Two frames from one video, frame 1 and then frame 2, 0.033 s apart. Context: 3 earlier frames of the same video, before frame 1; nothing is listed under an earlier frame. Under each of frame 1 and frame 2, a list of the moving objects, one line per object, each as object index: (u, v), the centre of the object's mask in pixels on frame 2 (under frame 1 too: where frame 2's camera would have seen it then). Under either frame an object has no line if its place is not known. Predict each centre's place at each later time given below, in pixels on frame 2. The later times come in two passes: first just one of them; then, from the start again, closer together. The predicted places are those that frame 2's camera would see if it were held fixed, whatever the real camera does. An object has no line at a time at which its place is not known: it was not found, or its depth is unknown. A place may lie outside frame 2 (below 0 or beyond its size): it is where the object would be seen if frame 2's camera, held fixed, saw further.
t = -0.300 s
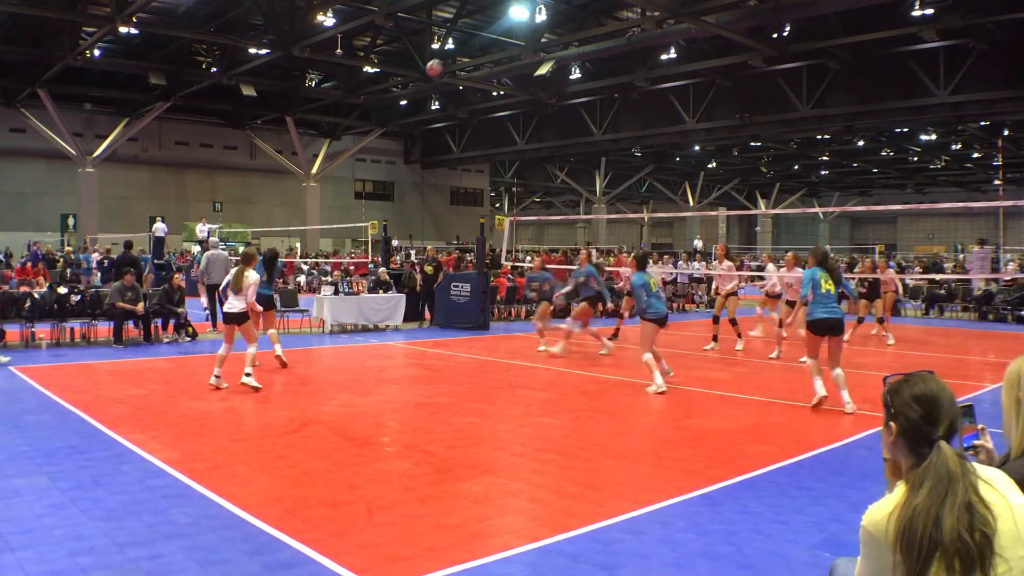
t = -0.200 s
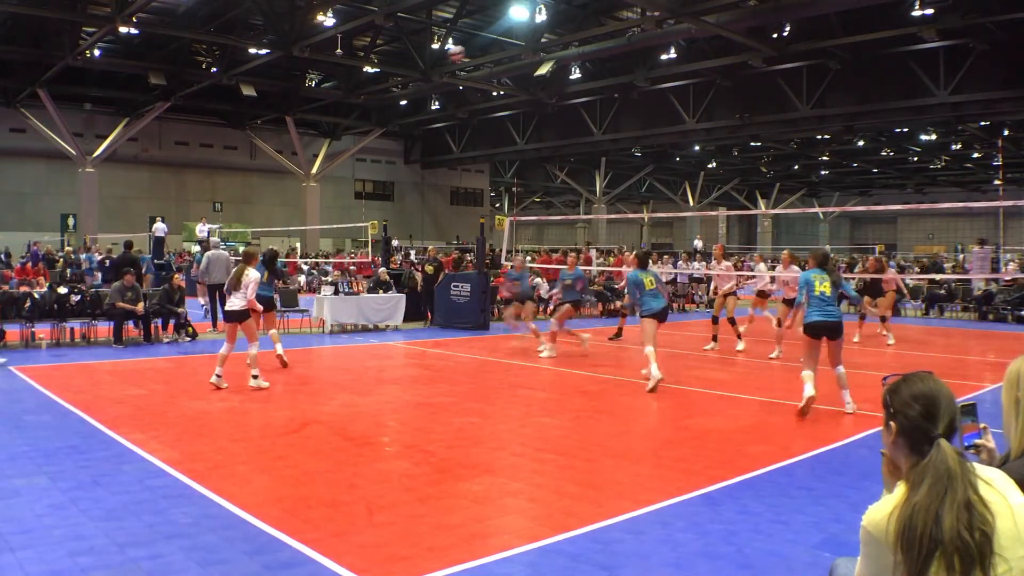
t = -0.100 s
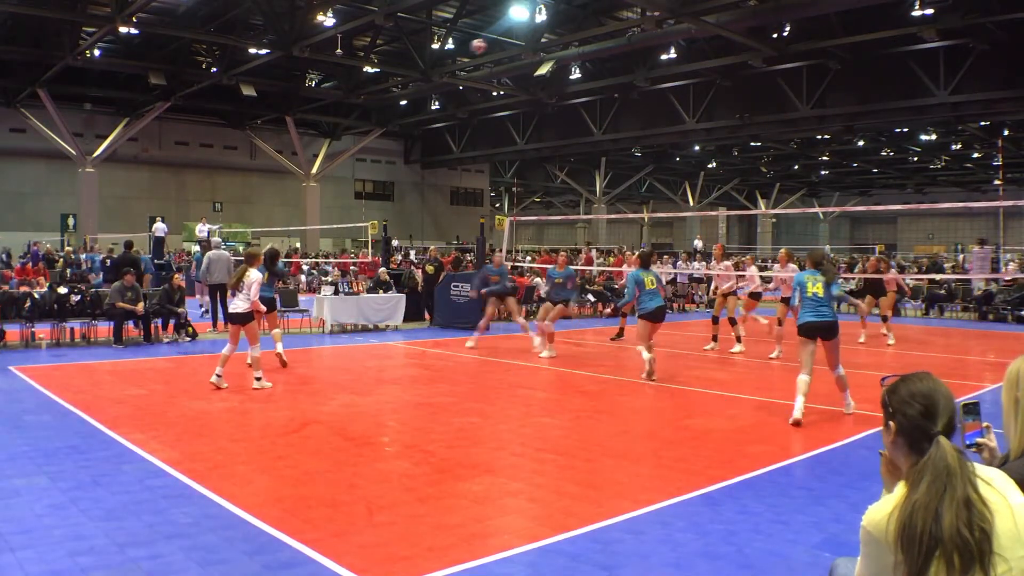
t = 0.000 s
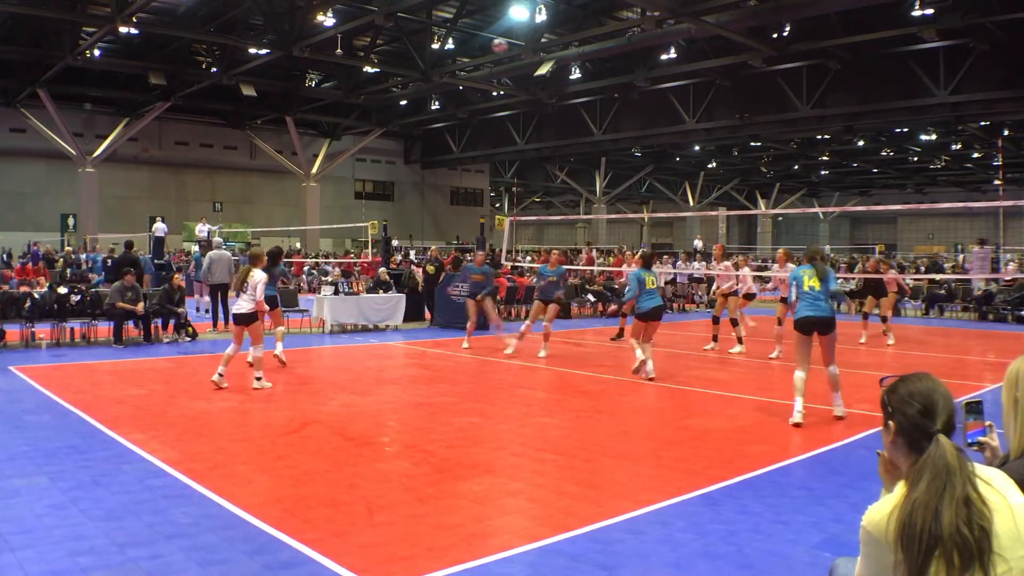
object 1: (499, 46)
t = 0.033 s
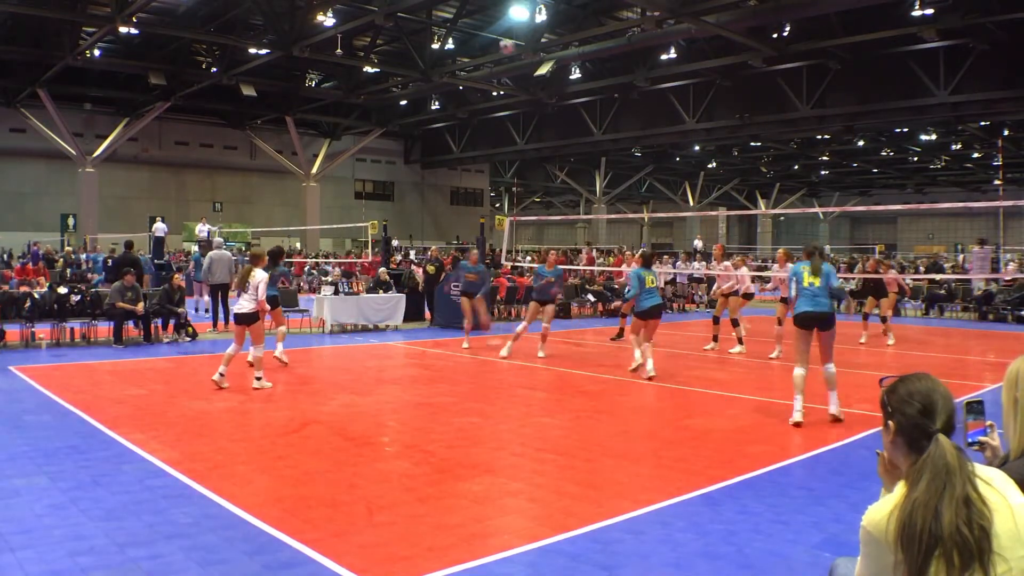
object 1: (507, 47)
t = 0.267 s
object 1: (554, 76)
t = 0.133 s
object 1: (527, 55)
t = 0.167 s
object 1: (534, 59)
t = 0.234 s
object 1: (549, 70)
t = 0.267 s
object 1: (554, 76)
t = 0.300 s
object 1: (561, 82)
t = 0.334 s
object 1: (567, 90)
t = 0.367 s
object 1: (573, 98)
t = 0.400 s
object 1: (581, 108)
